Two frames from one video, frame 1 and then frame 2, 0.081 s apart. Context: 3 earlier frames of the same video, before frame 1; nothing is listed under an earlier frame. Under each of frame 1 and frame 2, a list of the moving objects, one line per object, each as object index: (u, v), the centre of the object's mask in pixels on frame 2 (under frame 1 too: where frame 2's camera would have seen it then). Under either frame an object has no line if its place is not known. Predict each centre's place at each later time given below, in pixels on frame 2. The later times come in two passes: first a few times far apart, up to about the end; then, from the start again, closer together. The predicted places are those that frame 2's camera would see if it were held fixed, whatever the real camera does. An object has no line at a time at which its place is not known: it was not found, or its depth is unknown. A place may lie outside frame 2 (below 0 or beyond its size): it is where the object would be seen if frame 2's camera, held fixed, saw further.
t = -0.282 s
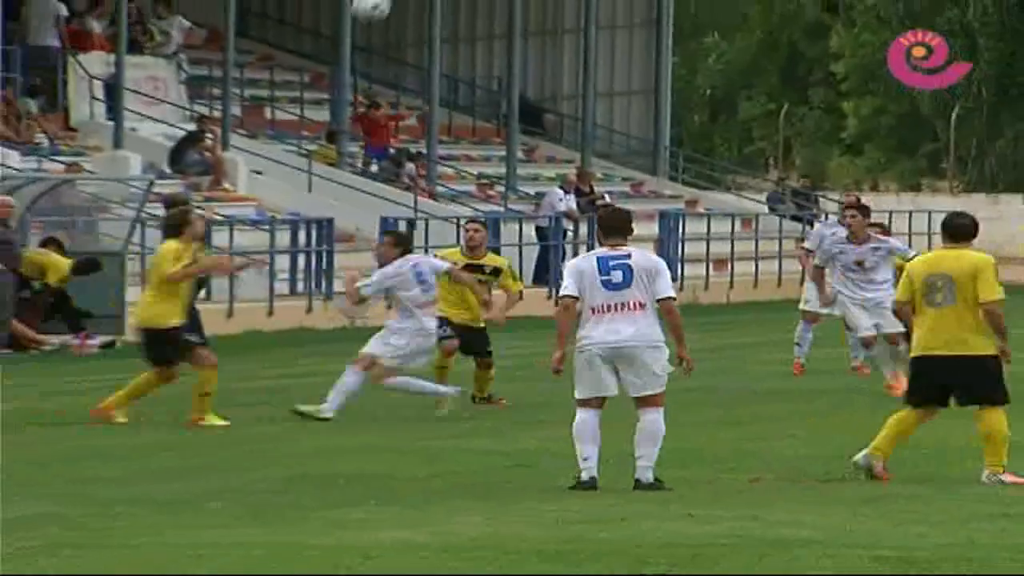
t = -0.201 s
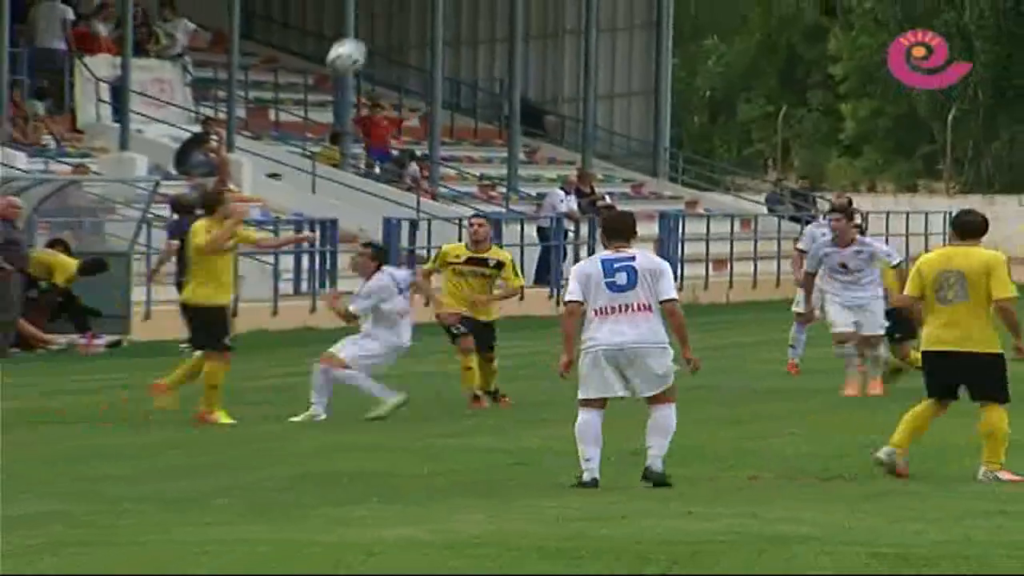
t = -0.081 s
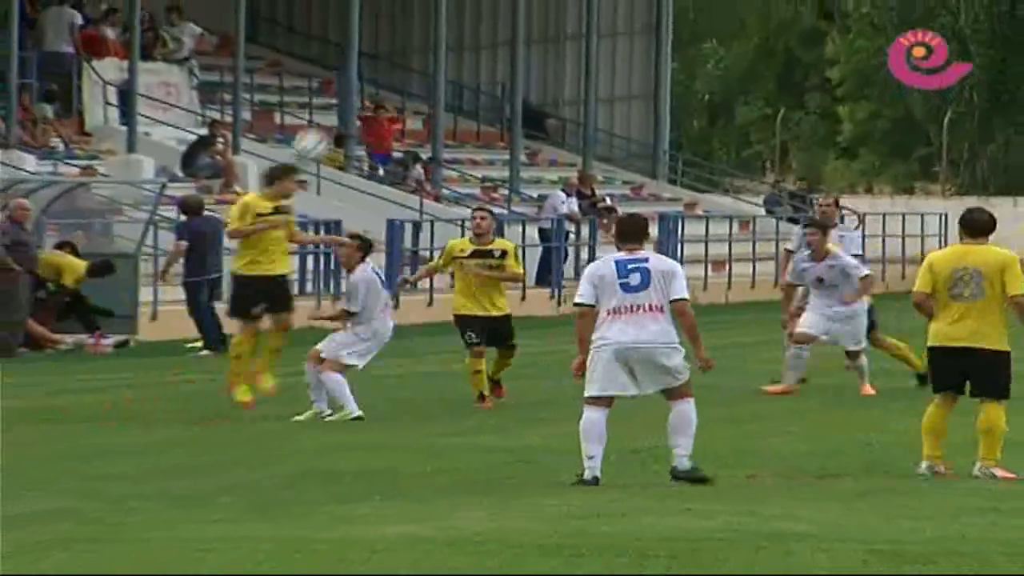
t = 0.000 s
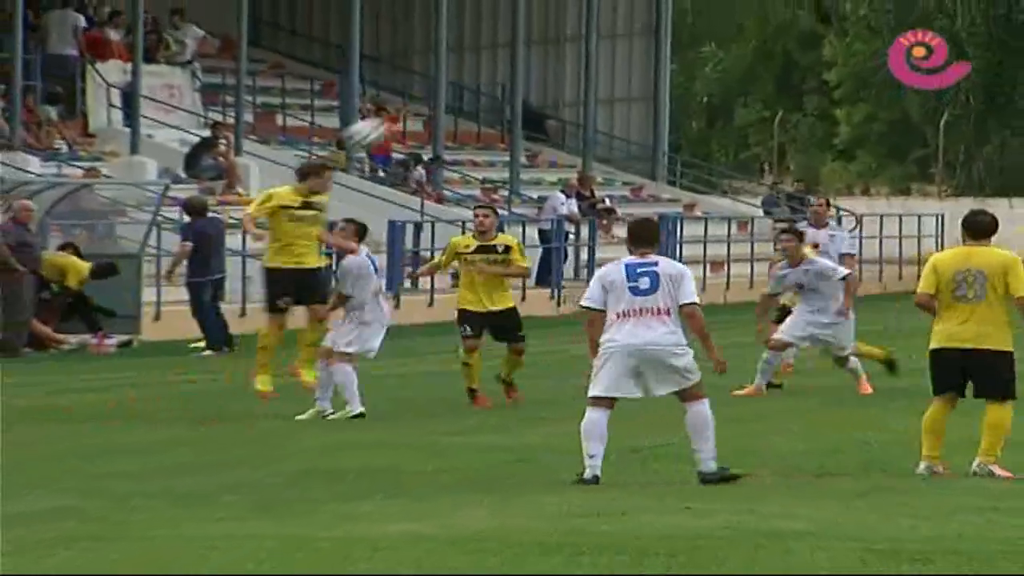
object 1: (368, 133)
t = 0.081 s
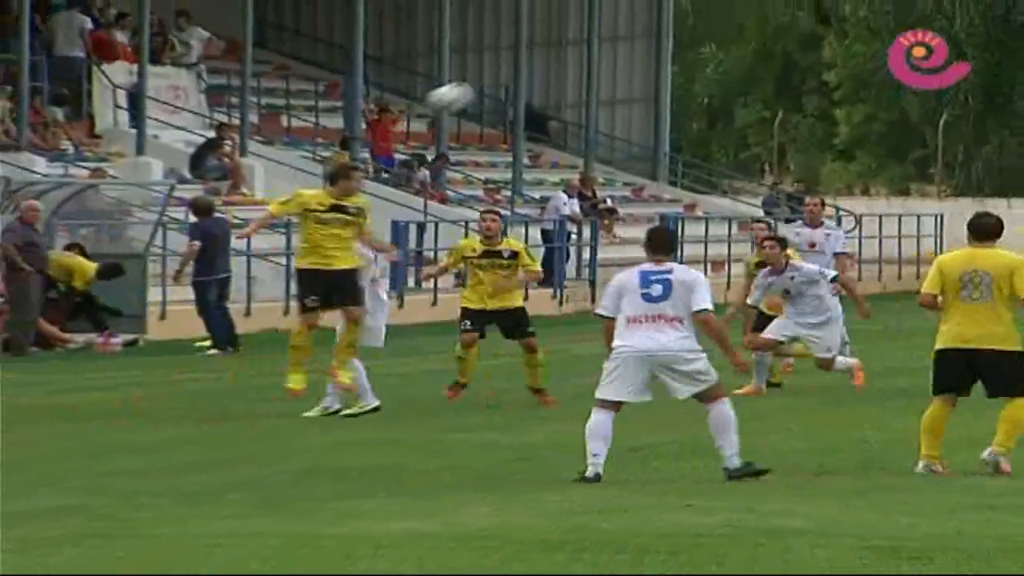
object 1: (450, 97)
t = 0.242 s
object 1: (602, 51)
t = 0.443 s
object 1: (778, 35)
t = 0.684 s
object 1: (977, 75)
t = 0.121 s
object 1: (490, 81)
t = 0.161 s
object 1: (528, 69)
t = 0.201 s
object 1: (567, 58)
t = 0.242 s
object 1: (602, 51)
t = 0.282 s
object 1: (636, 43)
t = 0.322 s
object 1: (673, 39)
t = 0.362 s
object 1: (709, 35)
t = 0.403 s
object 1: (744, 33)
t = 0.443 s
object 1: (778, 35)
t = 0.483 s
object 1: (810, 38)
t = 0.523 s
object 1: (842, 41)
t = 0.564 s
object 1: (877, 48)
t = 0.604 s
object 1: (910, 55)
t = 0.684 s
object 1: (977, 75)
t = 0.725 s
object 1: (1009, 88)
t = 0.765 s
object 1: (1041, 103)
